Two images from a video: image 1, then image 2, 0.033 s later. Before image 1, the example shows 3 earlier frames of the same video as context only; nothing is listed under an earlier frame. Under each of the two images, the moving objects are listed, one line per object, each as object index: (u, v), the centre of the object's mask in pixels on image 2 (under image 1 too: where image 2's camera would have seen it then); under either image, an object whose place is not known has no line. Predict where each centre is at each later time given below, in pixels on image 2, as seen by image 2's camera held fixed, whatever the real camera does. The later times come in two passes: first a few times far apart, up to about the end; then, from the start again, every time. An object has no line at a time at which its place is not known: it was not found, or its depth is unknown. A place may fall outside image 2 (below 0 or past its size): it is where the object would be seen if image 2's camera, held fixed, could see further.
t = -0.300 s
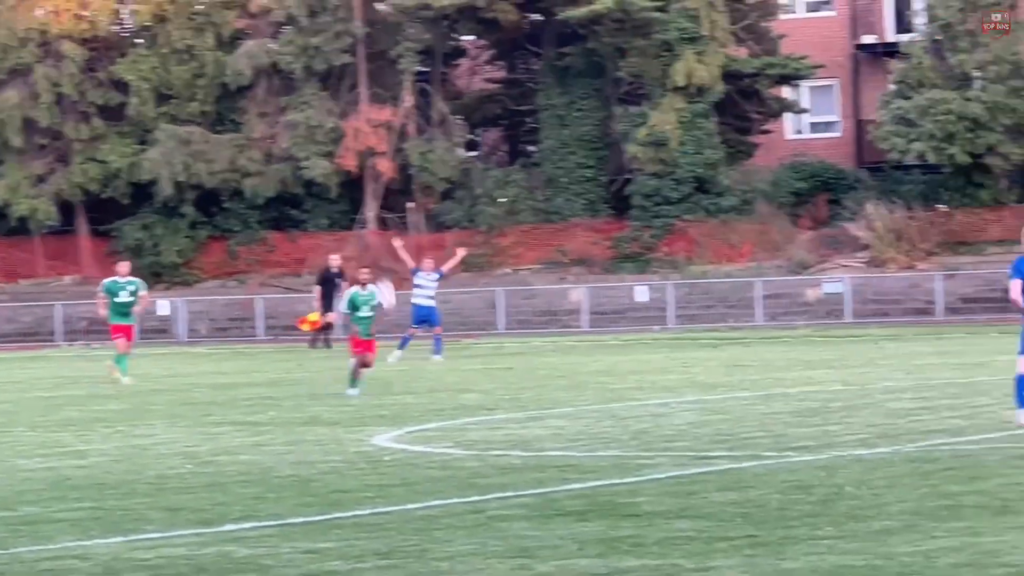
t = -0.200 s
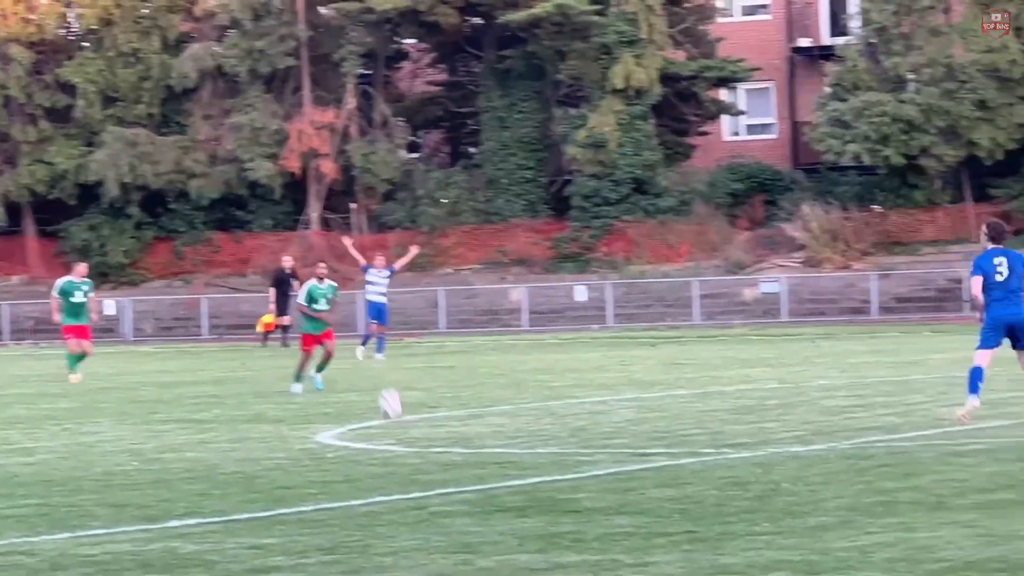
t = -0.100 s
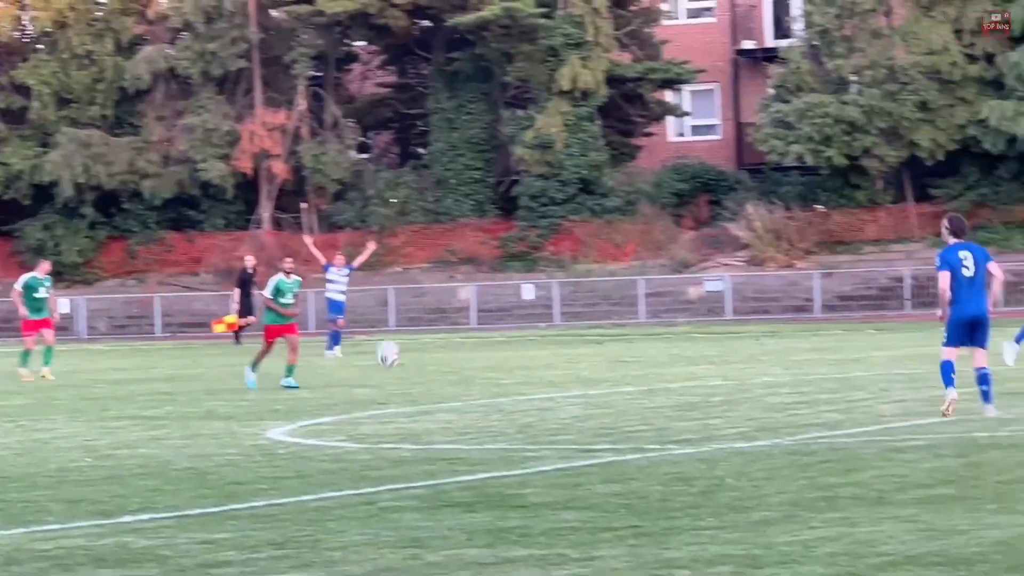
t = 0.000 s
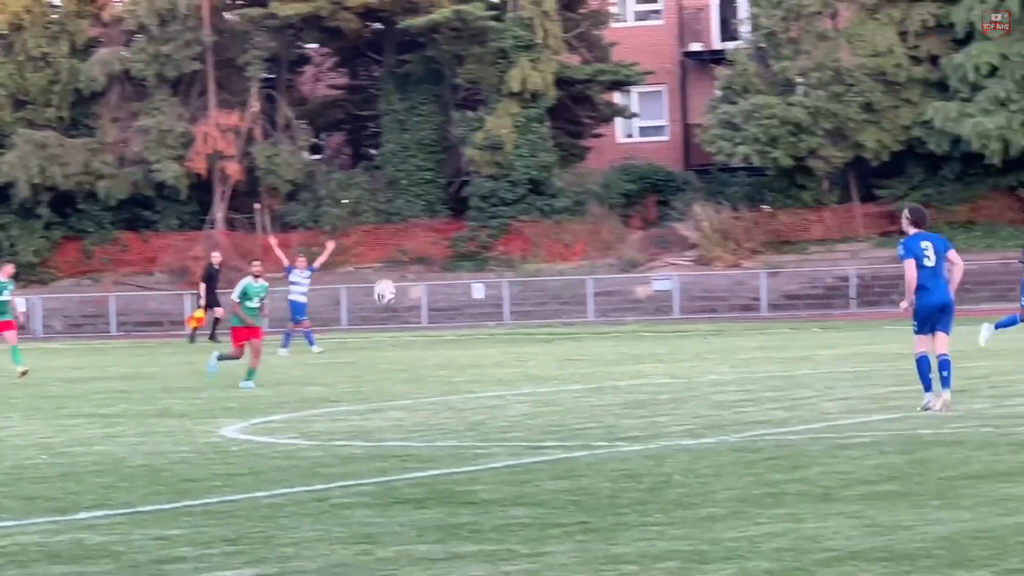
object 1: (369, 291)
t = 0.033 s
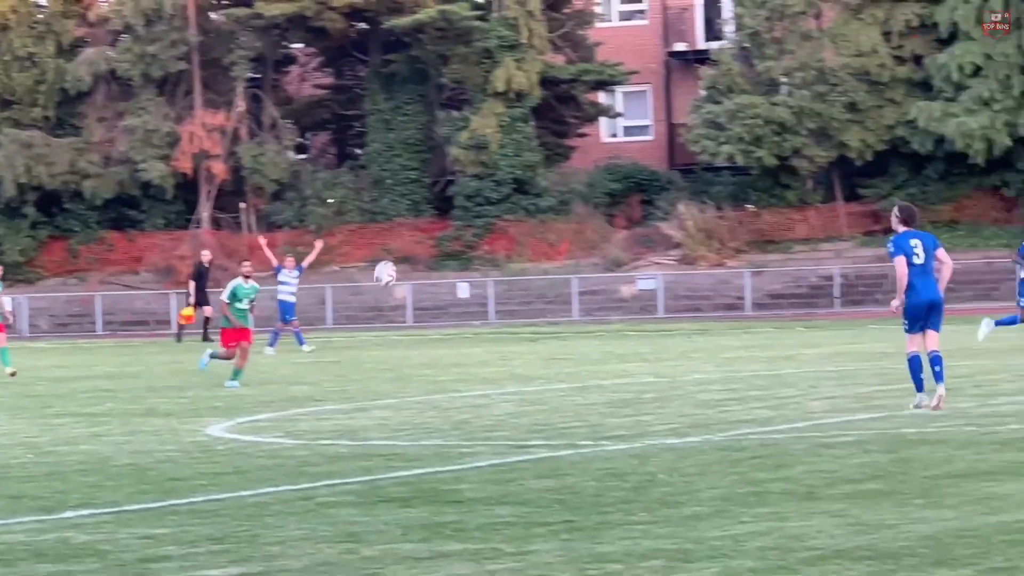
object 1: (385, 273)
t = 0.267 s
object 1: (494, 186)
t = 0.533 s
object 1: (618, 154)
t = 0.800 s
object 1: (742, 196)
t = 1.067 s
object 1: (869, 316)
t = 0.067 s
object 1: (401, 257)
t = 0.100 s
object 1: (416, 242)
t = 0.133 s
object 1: (431, 229)
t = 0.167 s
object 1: (448, 216)
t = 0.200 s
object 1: (463, 204)
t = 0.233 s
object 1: (478, 194)
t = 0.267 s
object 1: (494, 186)
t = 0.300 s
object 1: (509, 177)
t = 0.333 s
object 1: (525, 170)
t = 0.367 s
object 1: (541, 165)
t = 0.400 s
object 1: (556, 160)
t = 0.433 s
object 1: (571, 157)
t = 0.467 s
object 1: (587, 155)
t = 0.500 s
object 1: (602, 154)
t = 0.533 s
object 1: (618, 154)
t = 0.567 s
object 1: (633, 155)
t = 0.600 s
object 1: (649, 157)
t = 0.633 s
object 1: (664, 161)
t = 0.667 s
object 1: (680, 166)
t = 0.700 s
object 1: (696, 171)
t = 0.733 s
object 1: (711, 179)
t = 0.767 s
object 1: (726, 187)
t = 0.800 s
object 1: (742, 196)
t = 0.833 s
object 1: (758, 207)
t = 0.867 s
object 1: (773, 218)
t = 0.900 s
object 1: (789, 231)
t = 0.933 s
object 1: (805, 246)
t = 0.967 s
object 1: (821, 261)
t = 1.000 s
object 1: (837, 279)
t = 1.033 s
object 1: (853, 297)
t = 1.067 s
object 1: (869, 316)
